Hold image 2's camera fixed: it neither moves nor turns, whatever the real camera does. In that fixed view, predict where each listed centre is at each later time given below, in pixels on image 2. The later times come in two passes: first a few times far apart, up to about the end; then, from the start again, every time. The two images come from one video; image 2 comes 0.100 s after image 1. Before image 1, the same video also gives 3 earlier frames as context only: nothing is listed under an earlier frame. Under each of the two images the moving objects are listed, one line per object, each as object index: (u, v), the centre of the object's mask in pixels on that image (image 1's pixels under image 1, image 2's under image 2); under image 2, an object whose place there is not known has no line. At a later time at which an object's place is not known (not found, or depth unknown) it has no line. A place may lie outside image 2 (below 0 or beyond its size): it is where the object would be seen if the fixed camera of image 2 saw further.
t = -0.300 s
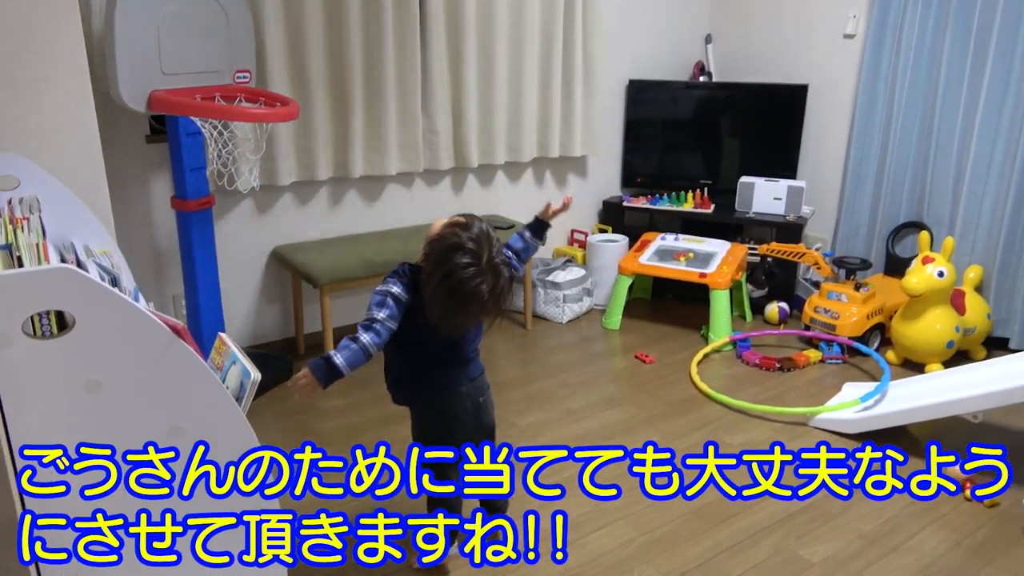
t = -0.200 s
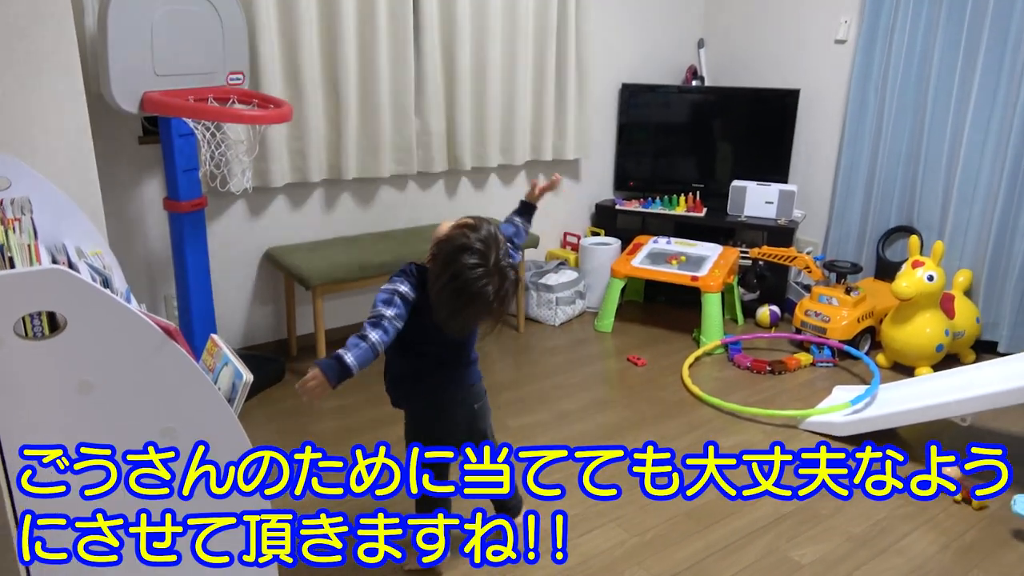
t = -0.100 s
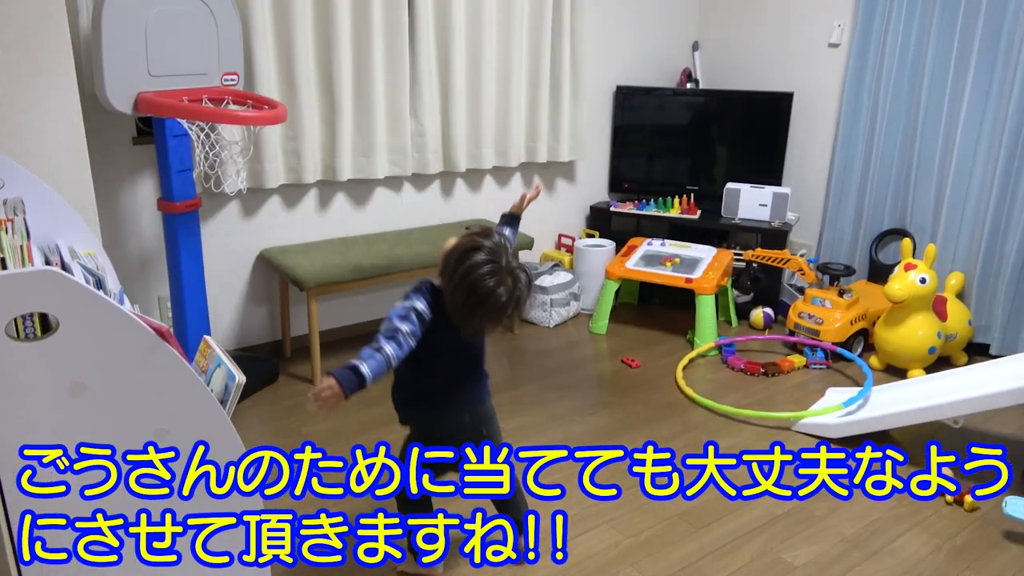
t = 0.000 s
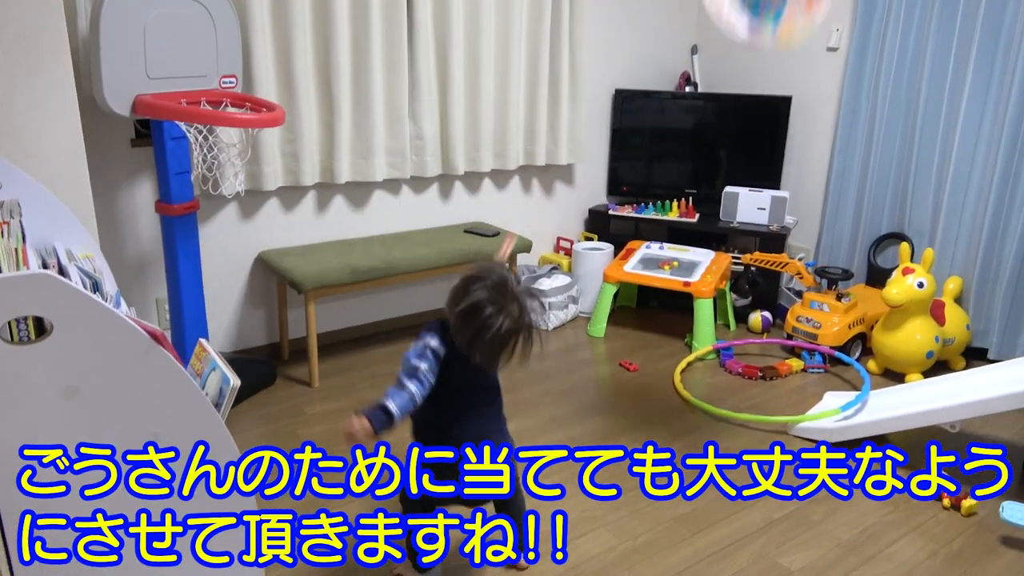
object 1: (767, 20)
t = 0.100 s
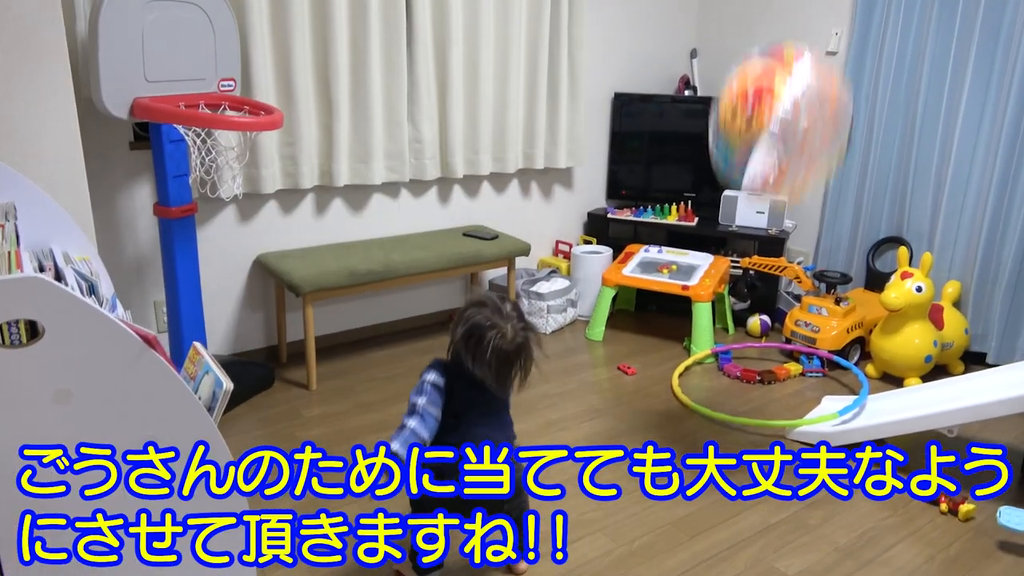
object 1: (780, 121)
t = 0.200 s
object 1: (779, 289)
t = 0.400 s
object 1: (818, 318)
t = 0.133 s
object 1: (779, 178)
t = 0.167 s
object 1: (779, 233)
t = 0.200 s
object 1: (779, 289)
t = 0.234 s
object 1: (779, 348)
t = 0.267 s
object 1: (777, 391)
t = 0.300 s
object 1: (778, 402)
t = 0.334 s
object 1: (789, 380)
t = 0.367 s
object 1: (804, 345)
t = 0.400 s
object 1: (818, 318)
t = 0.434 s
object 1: (832, 298)
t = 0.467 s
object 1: (843, 278)
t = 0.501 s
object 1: (857, 255)
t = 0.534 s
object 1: (873, 228)
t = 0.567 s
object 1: (888, 213)
